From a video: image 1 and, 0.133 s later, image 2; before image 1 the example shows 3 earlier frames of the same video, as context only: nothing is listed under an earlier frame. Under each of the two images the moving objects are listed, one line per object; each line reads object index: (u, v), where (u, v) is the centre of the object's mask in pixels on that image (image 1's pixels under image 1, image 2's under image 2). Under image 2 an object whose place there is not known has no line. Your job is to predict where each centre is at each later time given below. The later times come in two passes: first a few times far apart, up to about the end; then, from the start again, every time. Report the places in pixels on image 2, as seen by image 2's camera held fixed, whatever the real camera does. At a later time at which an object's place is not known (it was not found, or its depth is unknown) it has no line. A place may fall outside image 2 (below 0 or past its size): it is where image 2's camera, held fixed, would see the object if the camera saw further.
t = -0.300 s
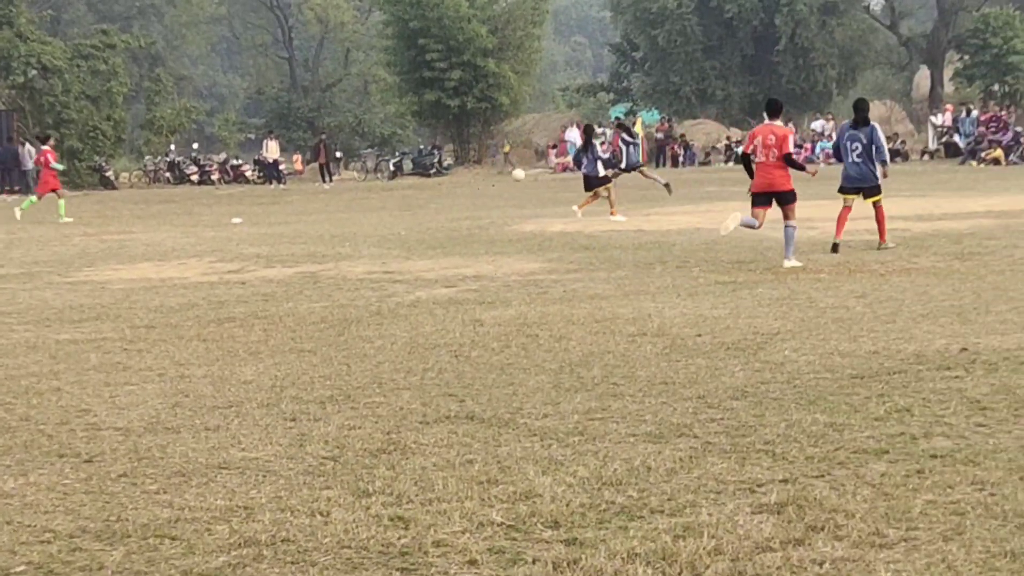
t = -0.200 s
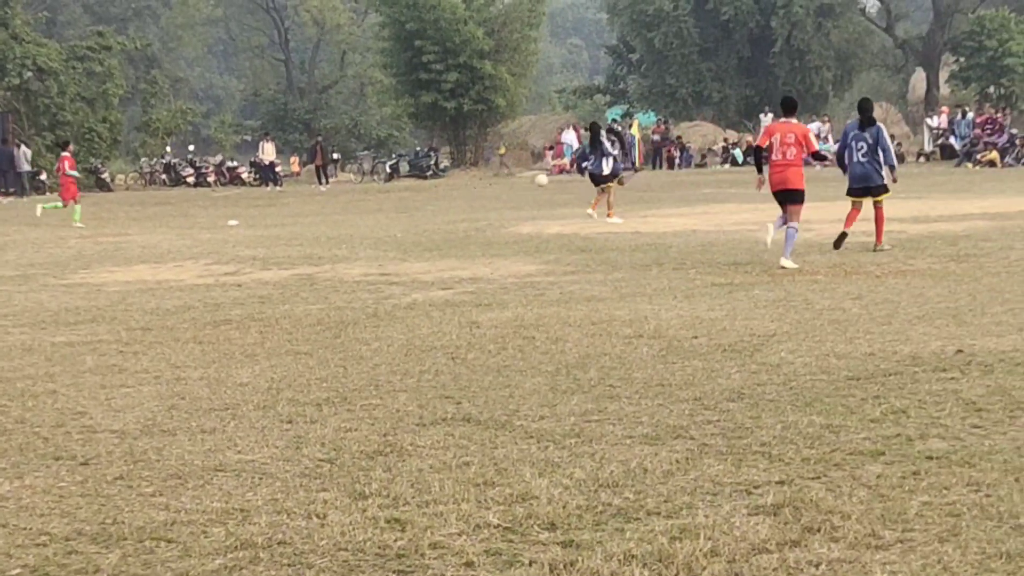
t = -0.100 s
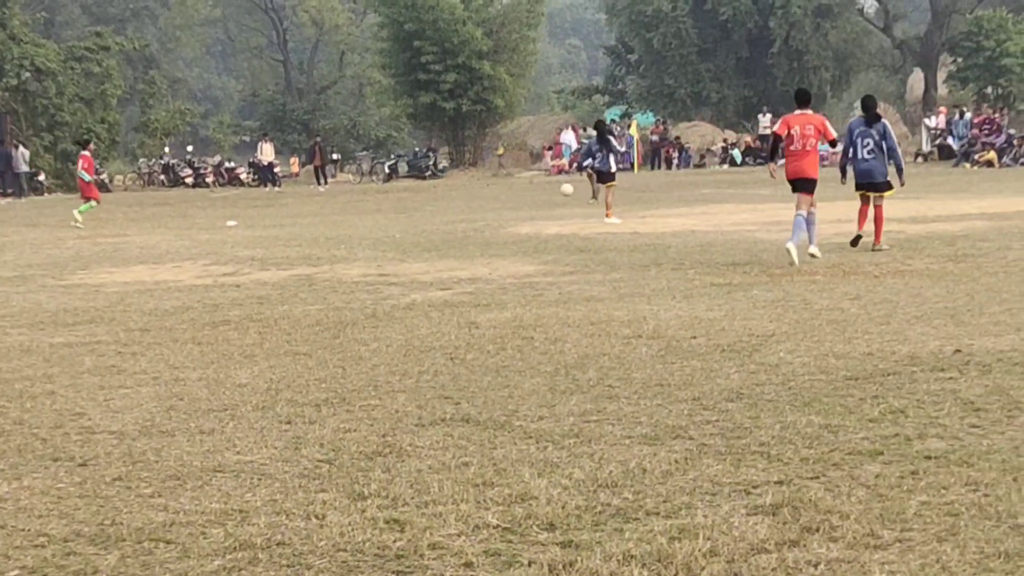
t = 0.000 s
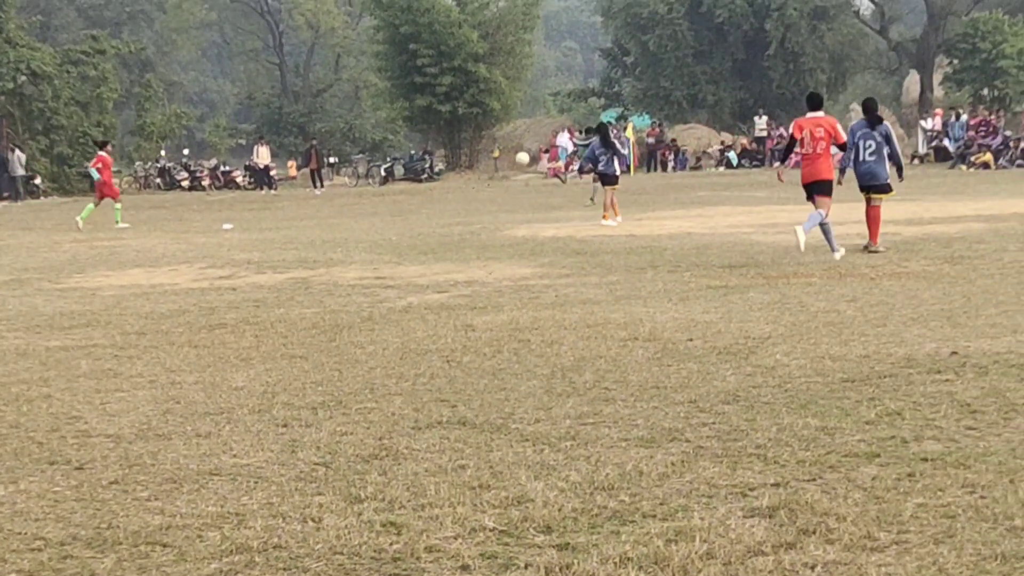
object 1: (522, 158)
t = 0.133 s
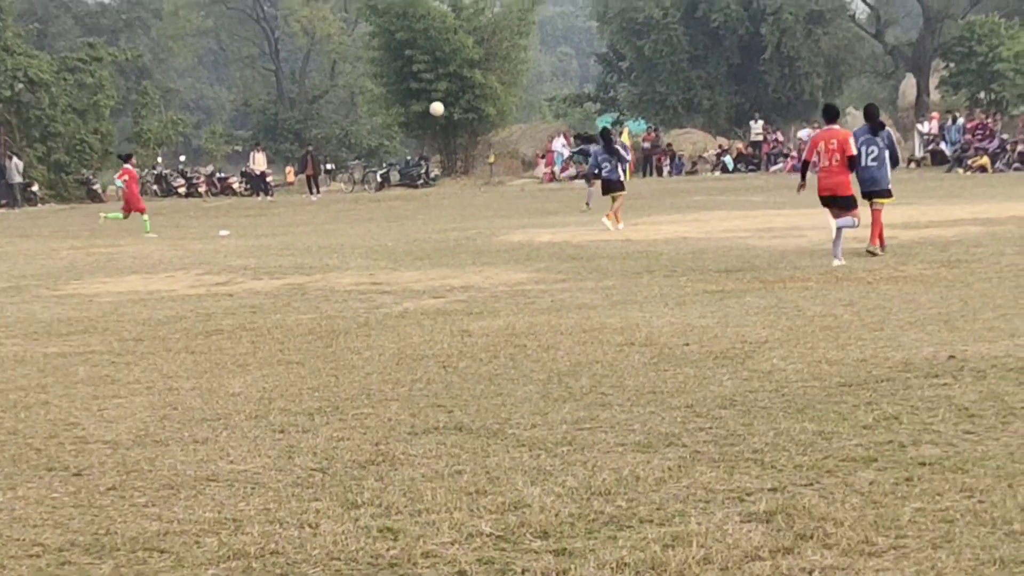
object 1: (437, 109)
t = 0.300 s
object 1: (335, 52)
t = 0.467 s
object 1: (230, 4)
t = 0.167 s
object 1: (416, 96)
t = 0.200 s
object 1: (396, 84)
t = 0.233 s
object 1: (375, 73)
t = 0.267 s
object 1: (355, 62)
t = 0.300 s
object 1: (335, 52)
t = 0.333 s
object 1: (314, 42)
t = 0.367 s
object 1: (293, 32)
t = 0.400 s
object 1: (272, 23)
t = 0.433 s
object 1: (251, 13)
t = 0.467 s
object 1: (230, 4)
